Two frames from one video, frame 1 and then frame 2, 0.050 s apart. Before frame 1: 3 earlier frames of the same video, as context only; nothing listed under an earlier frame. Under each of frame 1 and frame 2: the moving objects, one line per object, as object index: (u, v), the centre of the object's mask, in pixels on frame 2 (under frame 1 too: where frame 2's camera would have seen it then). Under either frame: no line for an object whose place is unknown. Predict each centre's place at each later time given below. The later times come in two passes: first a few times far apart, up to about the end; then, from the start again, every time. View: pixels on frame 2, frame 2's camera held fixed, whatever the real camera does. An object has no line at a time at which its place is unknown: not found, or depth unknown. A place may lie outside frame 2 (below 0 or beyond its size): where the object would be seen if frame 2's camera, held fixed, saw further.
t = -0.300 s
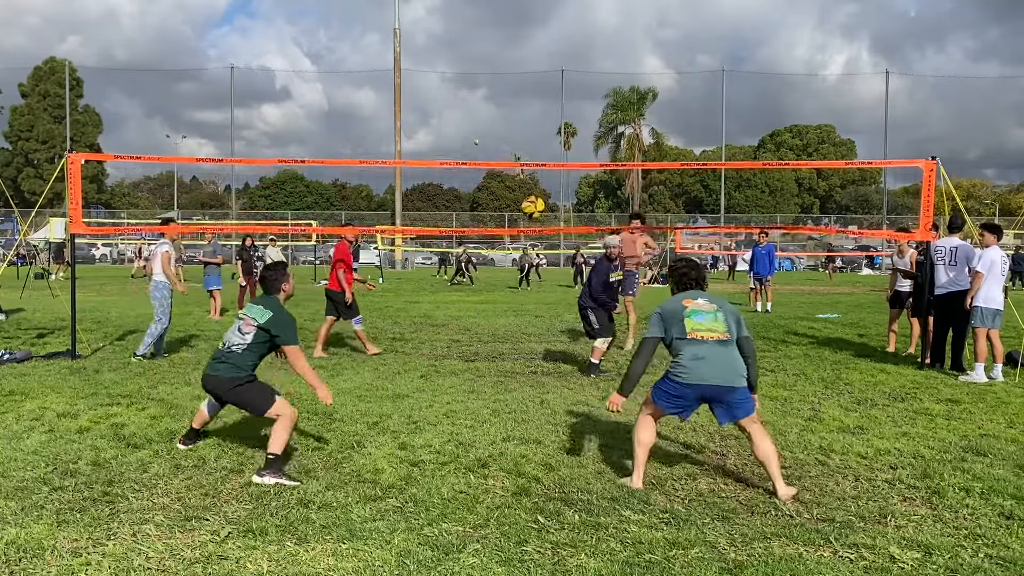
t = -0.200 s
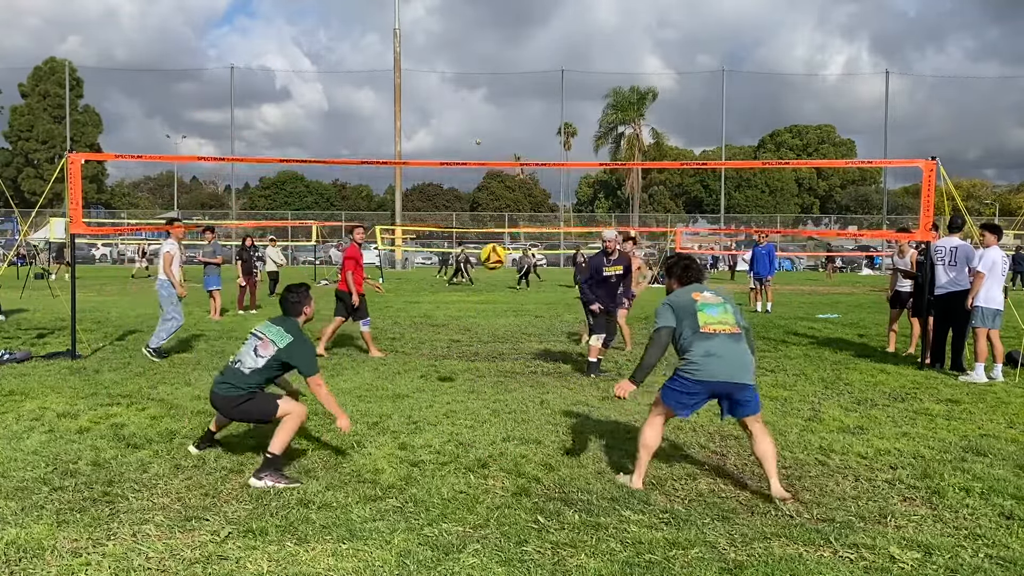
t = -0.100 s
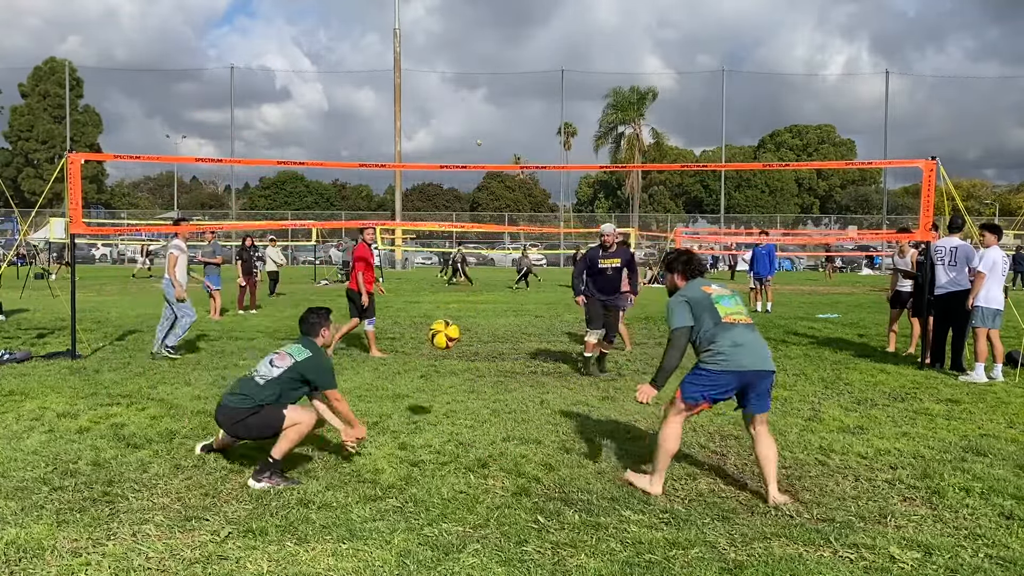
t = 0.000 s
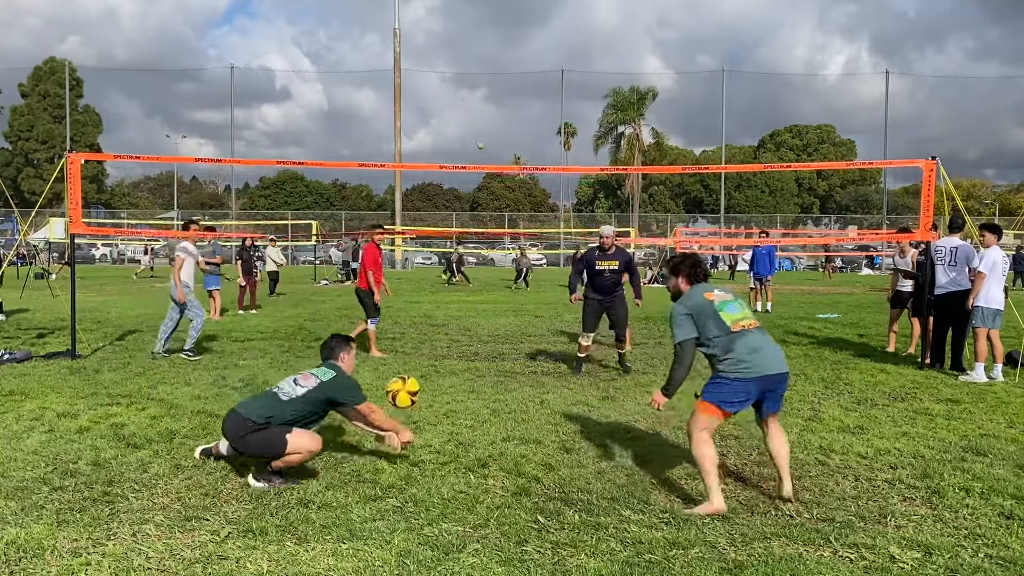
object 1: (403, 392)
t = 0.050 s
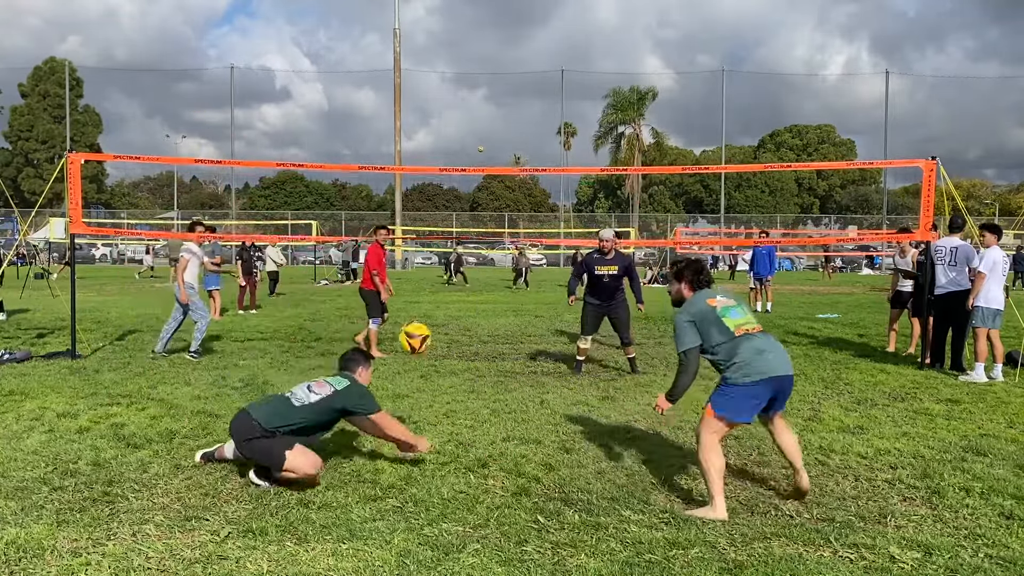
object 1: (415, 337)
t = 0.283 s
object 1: (462, 156)
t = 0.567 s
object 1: (504, 64)
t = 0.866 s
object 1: (537, 84)
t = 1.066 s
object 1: (554, 149)
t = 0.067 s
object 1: (419, 322)
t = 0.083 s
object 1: (422, 305)
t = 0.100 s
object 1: (426, 289)
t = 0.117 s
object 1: (431, 275)
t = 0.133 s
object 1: (433, 260)
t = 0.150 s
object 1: (437, 246)
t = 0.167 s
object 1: (440, 233)
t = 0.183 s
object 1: (443, 220)
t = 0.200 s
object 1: (447, 208)
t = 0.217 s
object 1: (450, 198)
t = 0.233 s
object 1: (454, 186)
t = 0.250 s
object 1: (457, 175)
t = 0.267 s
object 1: (459, 165)
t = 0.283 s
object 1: (462, 156)
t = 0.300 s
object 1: (465, 147)
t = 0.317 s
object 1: (468, 139)
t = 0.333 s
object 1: (471, 131)
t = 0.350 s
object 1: (473, 124)
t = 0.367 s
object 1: (476, 117)
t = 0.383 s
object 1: (479, 109)
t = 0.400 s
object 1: (481, 103)
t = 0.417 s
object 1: (484, 97)
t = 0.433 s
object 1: (486, 92)
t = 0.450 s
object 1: (489, 87)
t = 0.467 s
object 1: (491, 83)
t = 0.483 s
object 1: (493, 79)
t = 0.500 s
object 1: (496, 75)
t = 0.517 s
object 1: (498, 72)
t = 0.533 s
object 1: (500, 68)
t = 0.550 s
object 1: (502, 66)
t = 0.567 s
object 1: (504, 64)
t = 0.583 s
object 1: (506, 62)
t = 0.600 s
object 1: (508, 61)
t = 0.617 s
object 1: (510, 60)
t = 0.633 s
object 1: (512, 59)
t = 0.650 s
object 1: (515, 59)
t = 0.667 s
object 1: (516, 58)
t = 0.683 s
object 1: (518, 59)
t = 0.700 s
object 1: (519, 59)
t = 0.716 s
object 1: (522, 61)
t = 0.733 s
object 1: (524, 62)
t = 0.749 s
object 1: (525, 64)
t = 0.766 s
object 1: (527, 66)
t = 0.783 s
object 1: (529, 68)
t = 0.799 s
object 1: (530, 71)
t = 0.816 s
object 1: (532, 73)
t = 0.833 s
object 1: (534, 76)
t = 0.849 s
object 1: (535, 80)
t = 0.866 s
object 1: (537, 84)
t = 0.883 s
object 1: (539, 88)
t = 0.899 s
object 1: (540, 92)
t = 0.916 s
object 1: (542, 97)
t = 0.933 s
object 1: (543, 102)
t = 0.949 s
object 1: (544, 107)
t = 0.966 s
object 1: (546, 112)
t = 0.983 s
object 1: (547, 118)
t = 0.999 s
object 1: (549, 124)
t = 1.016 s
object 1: (550, 130)
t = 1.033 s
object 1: (552, 137)
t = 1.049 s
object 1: (553, 143)
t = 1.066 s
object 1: (554, 149)
